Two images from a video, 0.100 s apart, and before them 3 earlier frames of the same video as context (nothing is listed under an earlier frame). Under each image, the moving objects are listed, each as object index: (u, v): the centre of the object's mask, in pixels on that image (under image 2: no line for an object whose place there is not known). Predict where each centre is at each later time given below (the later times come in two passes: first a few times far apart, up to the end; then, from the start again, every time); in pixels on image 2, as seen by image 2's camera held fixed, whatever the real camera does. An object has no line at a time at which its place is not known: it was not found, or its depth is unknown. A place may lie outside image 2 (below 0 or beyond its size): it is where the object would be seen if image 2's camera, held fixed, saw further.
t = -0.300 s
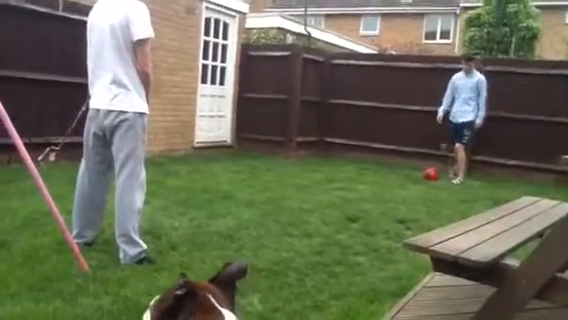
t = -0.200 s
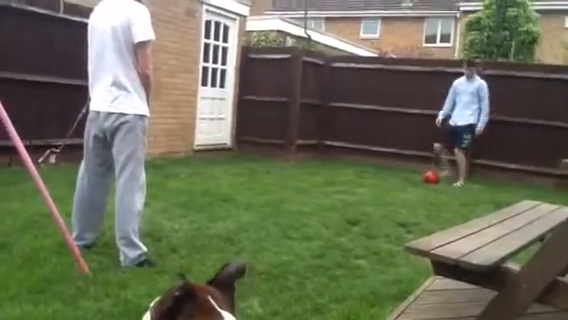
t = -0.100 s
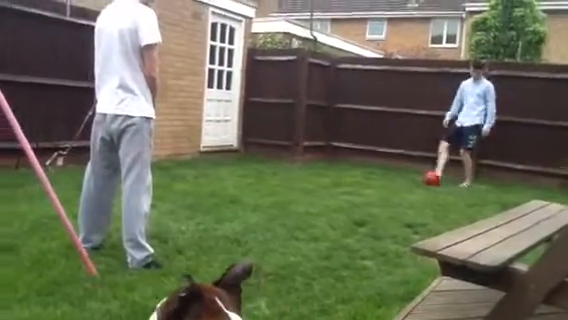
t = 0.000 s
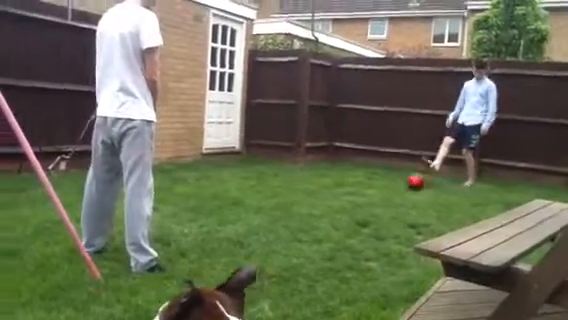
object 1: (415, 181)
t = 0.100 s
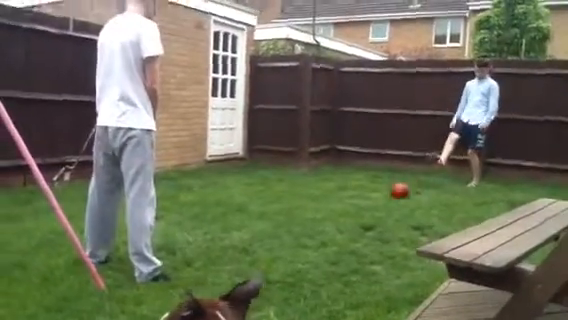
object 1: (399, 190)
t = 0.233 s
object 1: (377, 193)
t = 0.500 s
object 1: (323, 210)
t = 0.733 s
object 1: (263, 227)
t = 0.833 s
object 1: (234, 230)
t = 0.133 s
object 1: (394, 191)
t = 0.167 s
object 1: (389, 191)
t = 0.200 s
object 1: (383, 192)
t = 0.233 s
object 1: (377, 193)
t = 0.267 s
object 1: (371, 196)
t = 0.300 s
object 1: (366, 198)
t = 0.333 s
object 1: (358, 200)
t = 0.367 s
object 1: (351, 201)
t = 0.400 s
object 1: (345, 202)
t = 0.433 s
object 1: (338, 203)
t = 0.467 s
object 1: (331, 206)
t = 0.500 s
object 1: (323, 210)
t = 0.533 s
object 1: (315, 212)
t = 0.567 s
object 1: (307, 214)
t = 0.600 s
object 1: (300, 214)
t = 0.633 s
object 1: (291, 217)
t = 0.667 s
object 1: (281, 221)
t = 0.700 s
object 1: (272, 224)
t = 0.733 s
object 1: (263, 227)
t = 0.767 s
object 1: (254, 229)
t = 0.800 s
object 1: (244, 228)
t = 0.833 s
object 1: (234, 230)
